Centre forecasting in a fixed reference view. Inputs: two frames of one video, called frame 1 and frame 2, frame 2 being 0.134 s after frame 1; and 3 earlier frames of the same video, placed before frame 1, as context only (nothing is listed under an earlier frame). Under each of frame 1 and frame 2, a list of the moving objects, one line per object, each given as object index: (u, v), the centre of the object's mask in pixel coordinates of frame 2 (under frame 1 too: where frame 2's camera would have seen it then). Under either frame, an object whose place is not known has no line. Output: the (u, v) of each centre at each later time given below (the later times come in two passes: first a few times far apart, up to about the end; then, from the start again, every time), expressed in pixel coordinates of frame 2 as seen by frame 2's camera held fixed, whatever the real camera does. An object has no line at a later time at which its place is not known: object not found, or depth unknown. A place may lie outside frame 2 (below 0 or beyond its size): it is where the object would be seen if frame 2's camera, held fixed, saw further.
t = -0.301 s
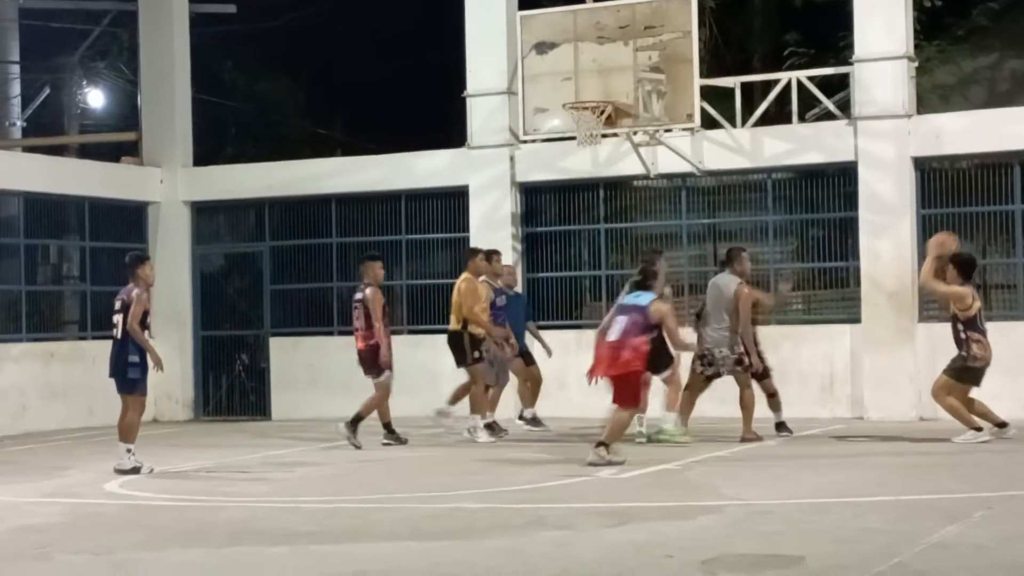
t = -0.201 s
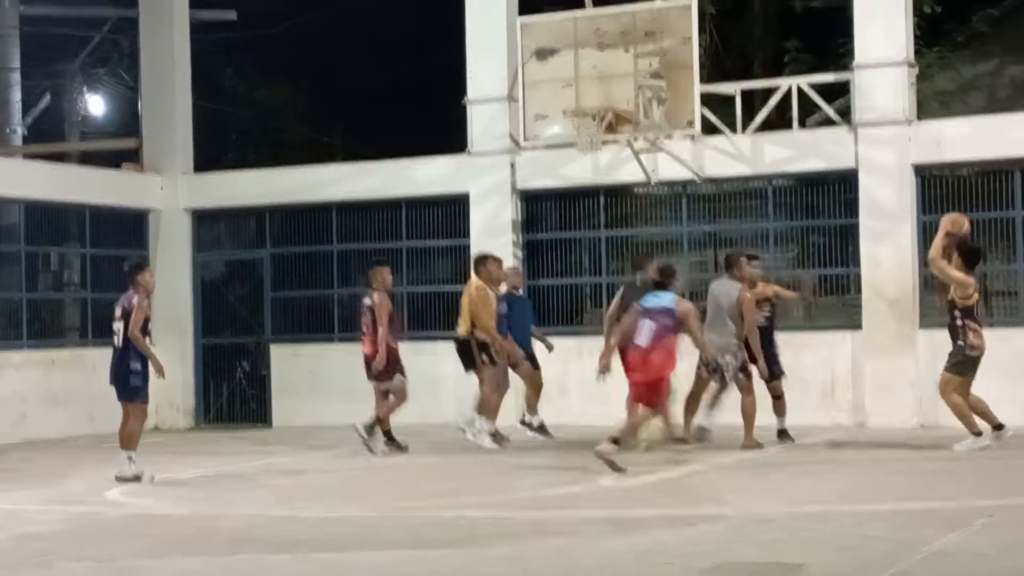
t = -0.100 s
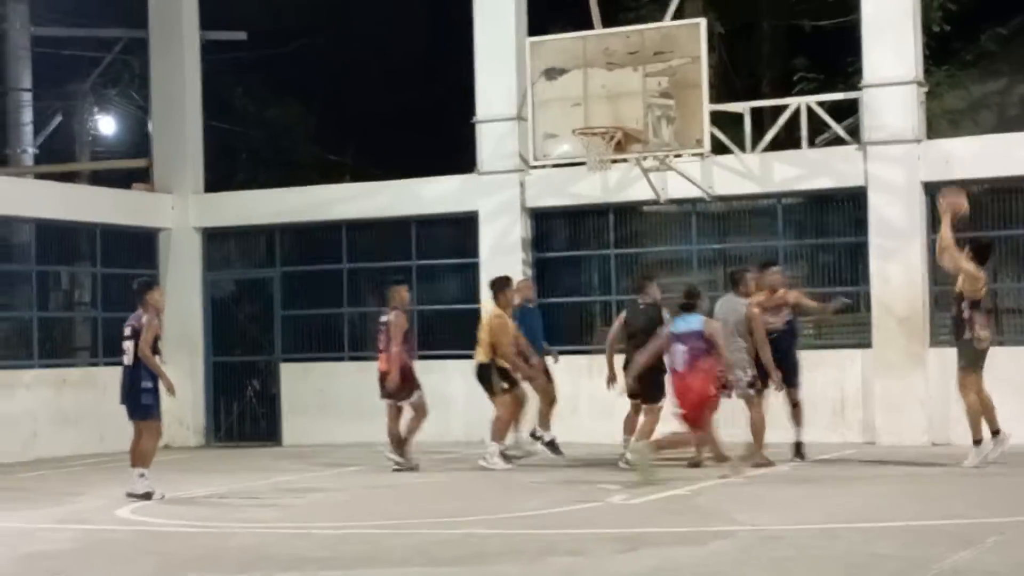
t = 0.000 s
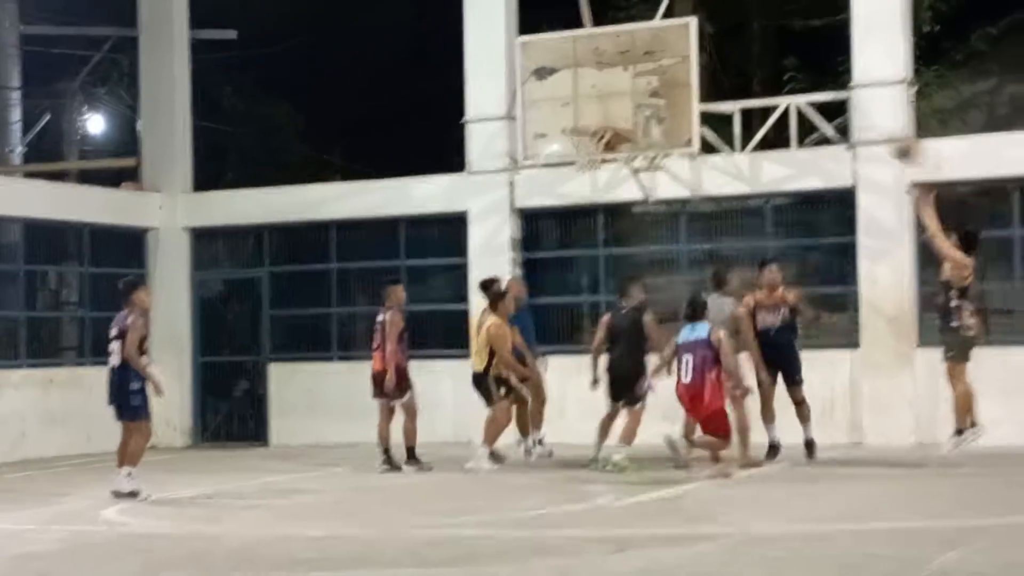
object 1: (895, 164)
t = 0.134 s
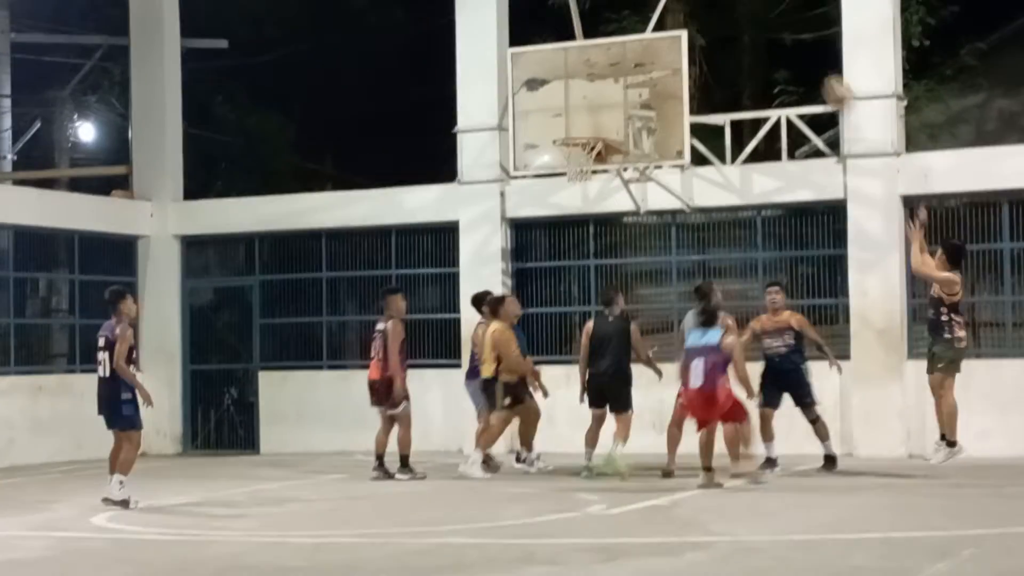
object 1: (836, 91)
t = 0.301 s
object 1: (774, 45)
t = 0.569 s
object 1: (680, 30)
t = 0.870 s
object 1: (582, 106)
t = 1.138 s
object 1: (585, 118)
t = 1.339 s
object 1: (577, 116)
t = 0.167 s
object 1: (826, 83)
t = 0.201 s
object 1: (814, 72)
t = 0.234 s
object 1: (800, 61)
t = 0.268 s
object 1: (787, 52)
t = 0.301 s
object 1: (774, 45)
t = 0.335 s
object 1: (762, 39)
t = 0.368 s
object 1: (750, 34)
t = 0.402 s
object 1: (738, 31)
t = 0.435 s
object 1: (725, 29)
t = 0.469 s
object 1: (713, 28)
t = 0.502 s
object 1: (703, 28)
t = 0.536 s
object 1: (692, 28)
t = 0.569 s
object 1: (680, 30)
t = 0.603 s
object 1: (668, 35)
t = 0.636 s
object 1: (655, 41)
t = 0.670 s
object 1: (644, 50)
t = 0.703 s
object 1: (633, 58)
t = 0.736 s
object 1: (621, 68)
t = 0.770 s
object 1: (610, 75)
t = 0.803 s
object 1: (602, 82)
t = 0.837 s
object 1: (591, 95)
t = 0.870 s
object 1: (582, 106)
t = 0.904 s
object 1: (571, 120)
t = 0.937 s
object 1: (564, 133)
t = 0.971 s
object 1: (570, 134)
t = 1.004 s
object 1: (582, 132)
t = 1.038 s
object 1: (589, 130)
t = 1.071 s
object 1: (588, 127)
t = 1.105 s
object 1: (586, 122)
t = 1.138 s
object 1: (585, 118)
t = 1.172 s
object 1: (583, 115)
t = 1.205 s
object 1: (582, 113)
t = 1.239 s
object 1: (580, 112)
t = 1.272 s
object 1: (579, 112)
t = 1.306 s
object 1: (578, 114)
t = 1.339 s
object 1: (577, 116)
